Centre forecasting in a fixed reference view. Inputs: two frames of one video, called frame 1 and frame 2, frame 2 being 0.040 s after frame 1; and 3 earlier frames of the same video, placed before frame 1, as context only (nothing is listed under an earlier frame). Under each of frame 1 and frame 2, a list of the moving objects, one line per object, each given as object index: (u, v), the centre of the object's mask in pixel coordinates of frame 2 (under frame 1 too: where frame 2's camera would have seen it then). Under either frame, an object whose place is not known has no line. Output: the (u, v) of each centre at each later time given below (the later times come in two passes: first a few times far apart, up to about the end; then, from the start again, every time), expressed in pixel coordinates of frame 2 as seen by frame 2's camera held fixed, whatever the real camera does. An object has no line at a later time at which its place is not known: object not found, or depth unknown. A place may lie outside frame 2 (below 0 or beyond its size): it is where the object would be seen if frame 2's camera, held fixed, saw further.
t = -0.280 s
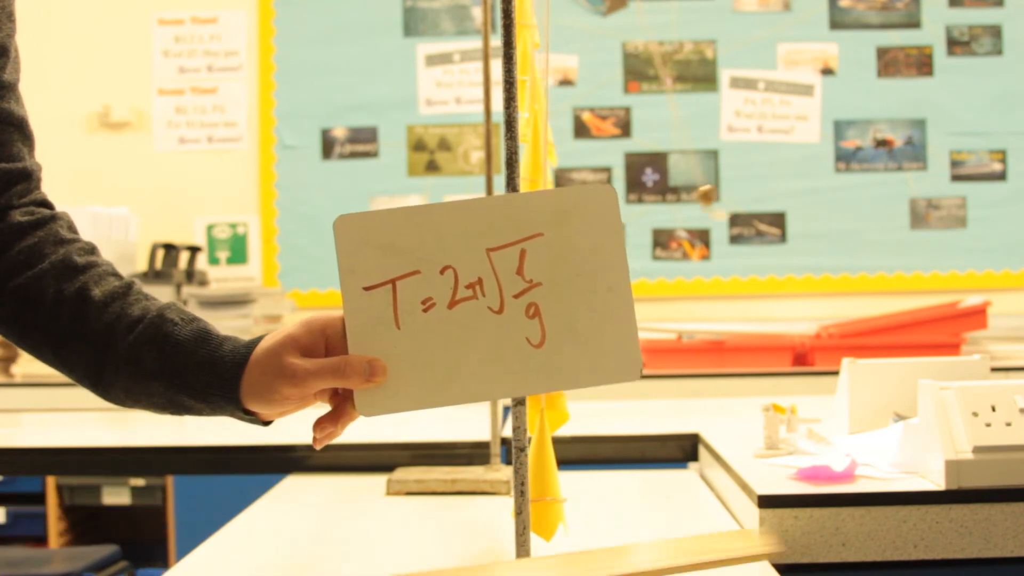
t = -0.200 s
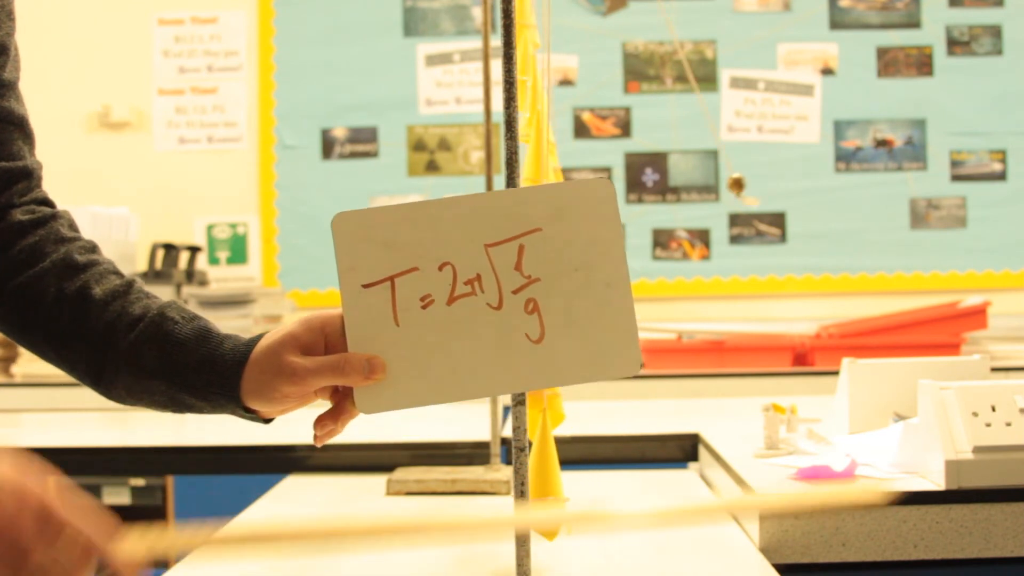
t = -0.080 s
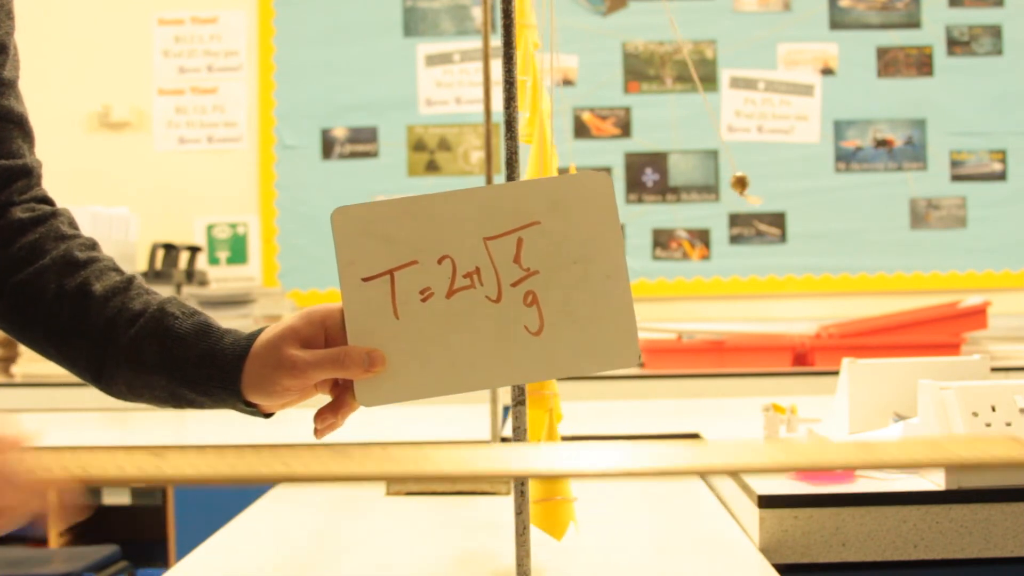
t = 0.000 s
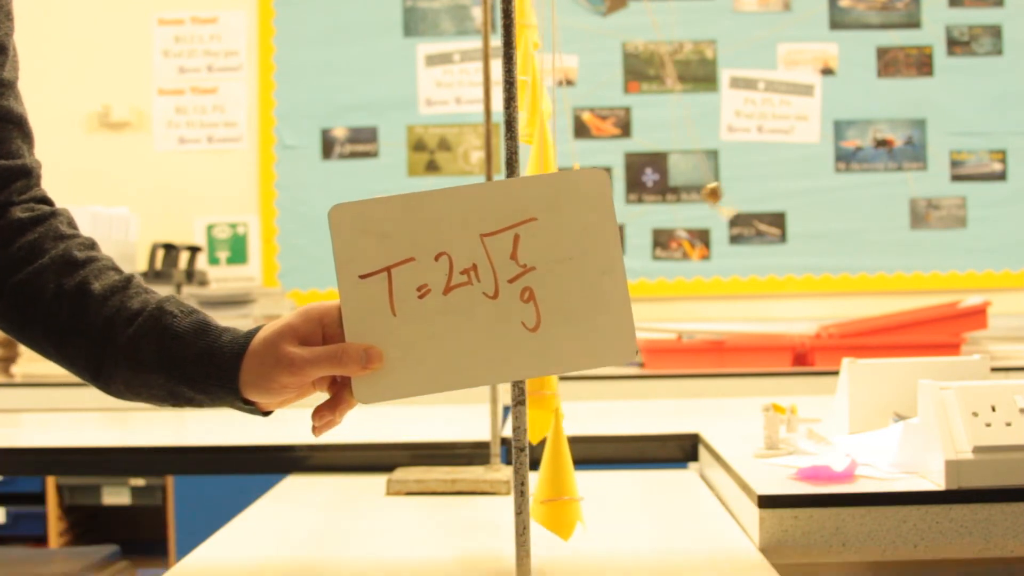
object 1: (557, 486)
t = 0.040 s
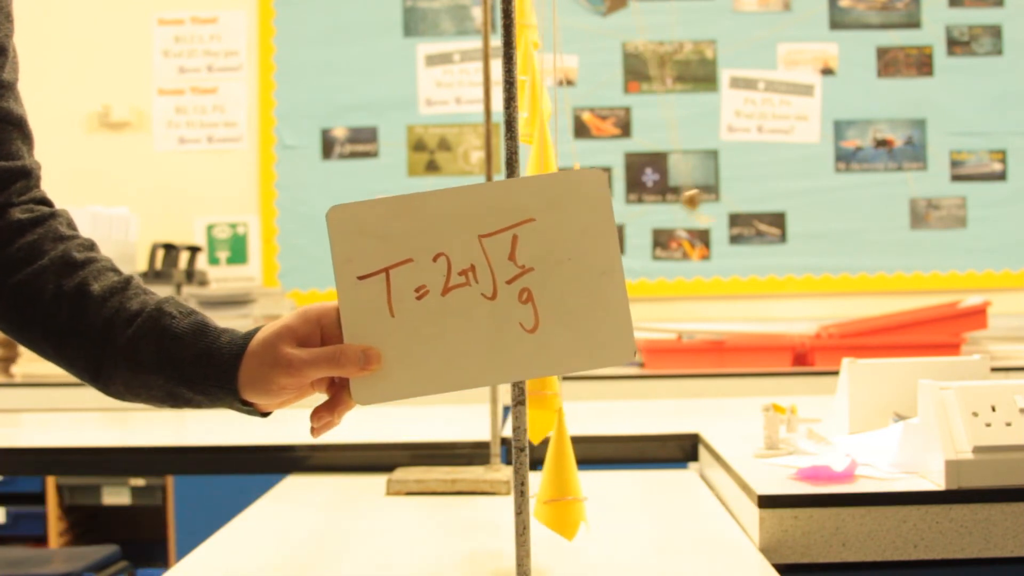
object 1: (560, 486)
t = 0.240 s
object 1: (577, 486)
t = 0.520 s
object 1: (581, 486)
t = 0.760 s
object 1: (564, 487)
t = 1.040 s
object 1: (544, 484)
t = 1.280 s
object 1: (542, 483)
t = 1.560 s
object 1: (558, 487)
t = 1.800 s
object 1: (578, 485)
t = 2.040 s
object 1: (581, 486)
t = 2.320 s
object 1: (561, 487)
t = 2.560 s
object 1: (547, 485)
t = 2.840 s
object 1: (546, 485)
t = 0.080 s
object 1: (564, 486)
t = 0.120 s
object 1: (567, 487)
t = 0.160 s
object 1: (571, 487)
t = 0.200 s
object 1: (574, 487)
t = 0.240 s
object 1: (577, 486)
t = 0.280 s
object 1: (579, 486)
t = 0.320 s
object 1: (581, 486)
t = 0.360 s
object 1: (582, 486)
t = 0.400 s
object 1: (583, 485)
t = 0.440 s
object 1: (583, 486)
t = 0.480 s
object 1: (582, 486)
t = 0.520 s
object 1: (581, 486)
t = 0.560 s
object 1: (580, 486)
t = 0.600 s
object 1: (578, 486)
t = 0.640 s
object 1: (575, 486)
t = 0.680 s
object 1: (571, 487)
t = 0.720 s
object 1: (568, 487)
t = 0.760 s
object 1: (564, 487)
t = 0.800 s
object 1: (560, 487)
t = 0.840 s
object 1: (556, 488)
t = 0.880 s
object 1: (553, 487)
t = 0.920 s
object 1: (550, 486)
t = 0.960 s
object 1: (548, 485)
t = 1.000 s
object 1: (546, 485)
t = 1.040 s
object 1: (544, 484)
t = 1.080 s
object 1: (543, 484)
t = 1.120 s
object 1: (542, 484)
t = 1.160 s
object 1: (542, 483)
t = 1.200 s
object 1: (542, 483)
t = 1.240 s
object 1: (542, 483)
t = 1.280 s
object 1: (542, 483)
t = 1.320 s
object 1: (544, 483)
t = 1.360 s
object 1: (545, 484)
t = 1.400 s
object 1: (547, 484)
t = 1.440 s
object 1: (549, 485)
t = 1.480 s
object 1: (552, 486)
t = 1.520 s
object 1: (555, 486)
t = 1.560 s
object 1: (558, 487)
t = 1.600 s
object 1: (562, 486)
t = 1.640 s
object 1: (566, 486)
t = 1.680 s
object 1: (569, 486)
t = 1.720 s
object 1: (573, 486)
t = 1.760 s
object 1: (576, 485)
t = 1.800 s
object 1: (578, 485)
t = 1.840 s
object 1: (580, 485)
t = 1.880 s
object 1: (581, 485)
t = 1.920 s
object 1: (582, 485)
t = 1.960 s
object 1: (582, 485)
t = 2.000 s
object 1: (581, 486)
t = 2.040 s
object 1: (581, 486)
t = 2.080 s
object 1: (579, 486)
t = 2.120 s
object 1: (577, 487)
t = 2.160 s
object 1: (574, 487)
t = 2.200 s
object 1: (571, 488)
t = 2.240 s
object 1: (568, 488)
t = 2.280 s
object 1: (565, 488)
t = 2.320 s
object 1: (561, 487)
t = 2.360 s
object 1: (558, 487)
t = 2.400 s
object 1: (555, 487)
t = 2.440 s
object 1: (552, 486)
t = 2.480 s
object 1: (550, 486)
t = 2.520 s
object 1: (548, 485)
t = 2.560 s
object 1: (547, 485)
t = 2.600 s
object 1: (546, 485)
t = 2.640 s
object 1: (545, 484)
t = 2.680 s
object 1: (545, 484)
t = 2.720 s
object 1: (545, 485)
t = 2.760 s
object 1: (545, 485)
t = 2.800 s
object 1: (545, 485)
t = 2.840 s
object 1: (546, 485)
